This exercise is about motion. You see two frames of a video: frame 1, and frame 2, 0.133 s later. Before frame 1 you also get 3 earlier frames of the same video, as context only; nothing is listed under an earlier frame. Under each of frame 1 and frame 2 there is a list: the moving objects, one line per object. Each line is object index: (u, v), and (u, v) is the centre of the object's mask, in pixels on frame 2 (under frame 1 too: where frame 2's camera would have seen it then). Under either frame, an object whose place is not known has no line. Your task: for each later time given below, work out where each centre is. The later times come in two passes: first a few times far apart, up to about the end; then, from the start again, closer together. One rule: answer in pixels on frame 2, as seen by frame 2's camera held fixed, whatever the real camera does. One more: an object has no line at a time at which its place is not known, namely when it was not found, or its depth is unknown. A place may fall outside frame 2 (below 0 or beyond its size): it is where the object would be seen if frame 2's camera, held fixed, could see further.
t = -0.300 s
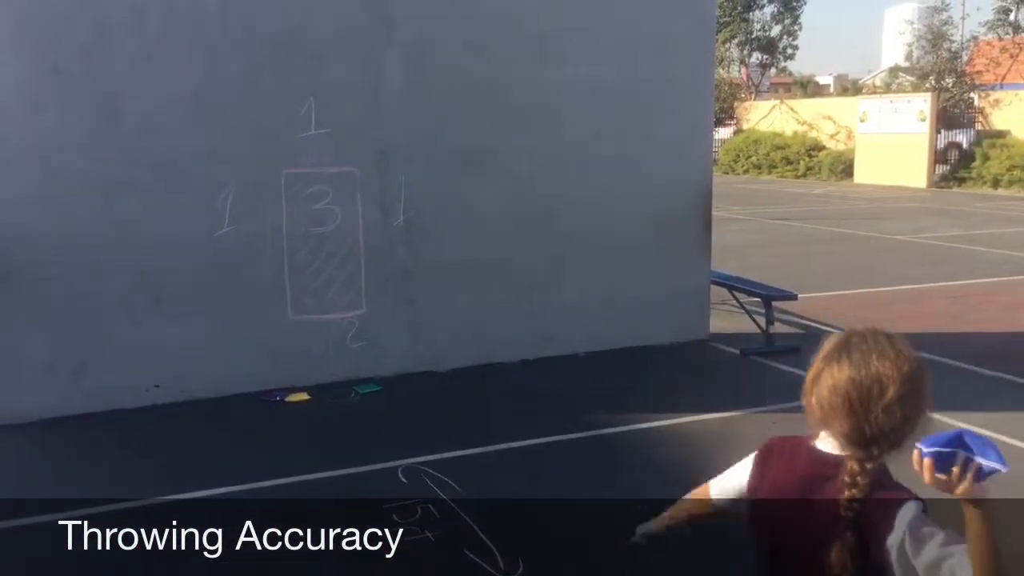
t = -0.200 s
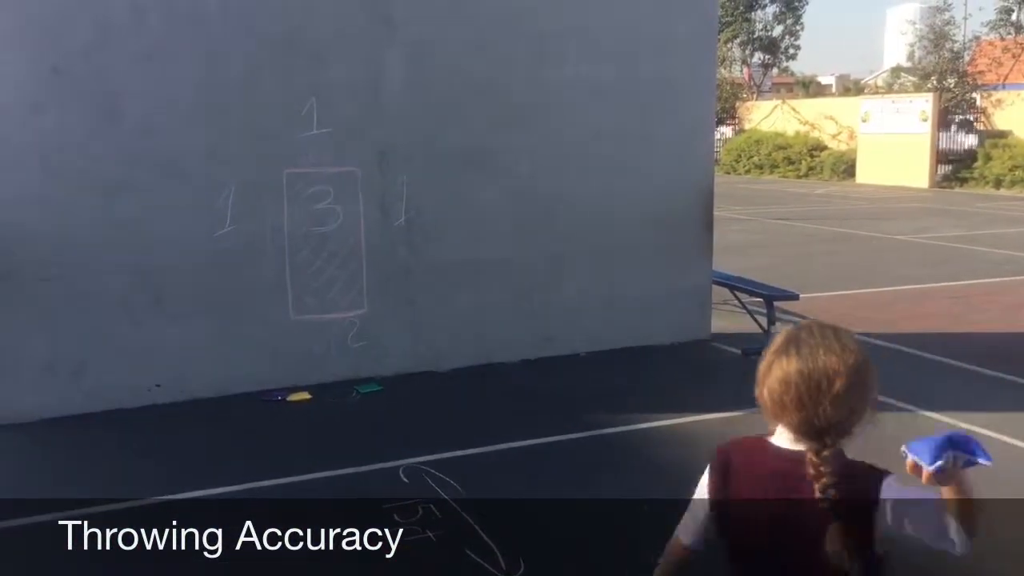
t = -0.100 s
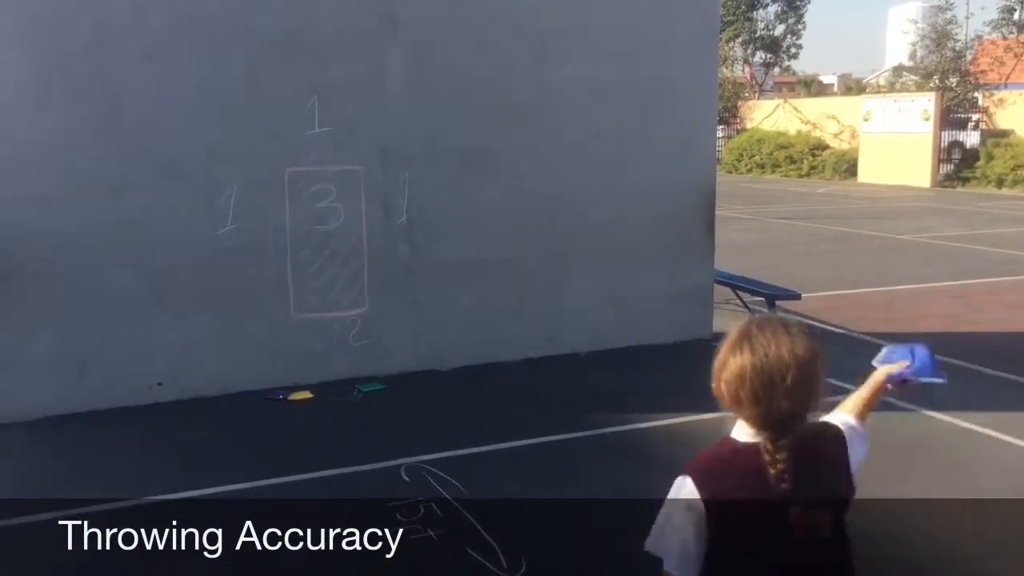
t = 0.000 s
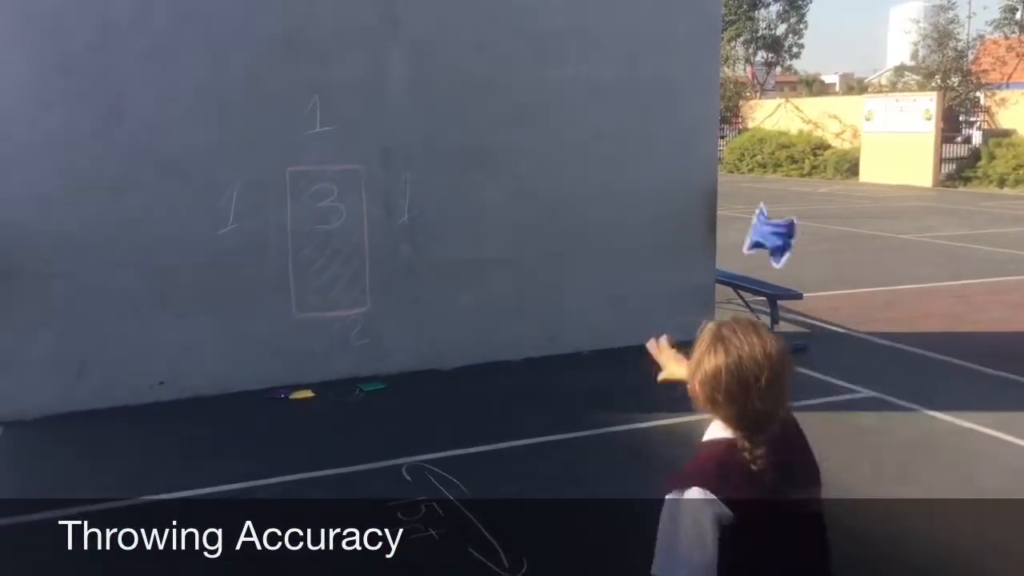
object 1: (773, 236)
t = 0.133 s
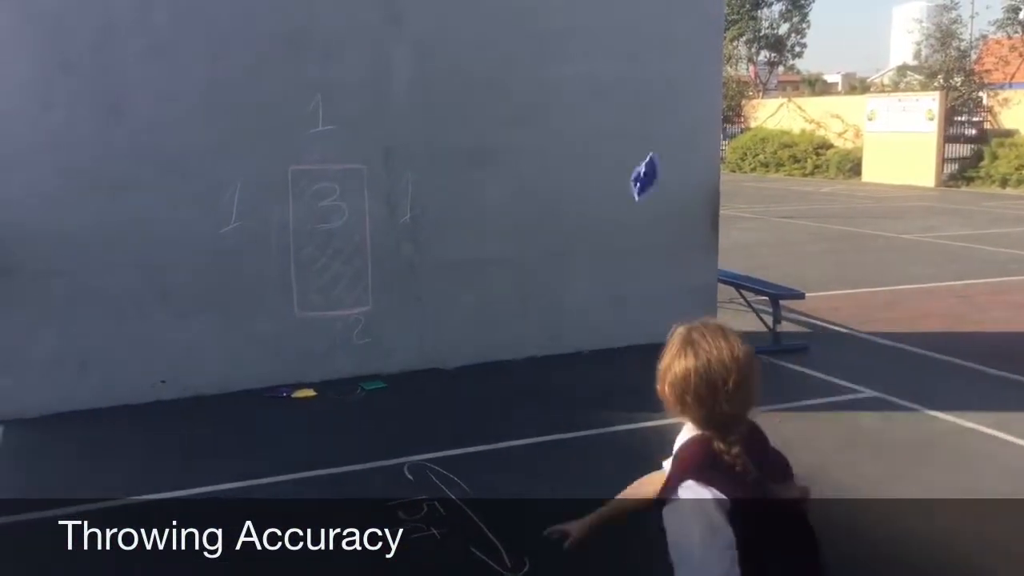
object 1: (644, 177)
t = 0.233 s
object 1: (585, 178)
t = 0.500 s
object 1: (497, 248)
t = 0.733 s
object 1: (483, 341)
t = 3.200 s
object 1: (504, 368)
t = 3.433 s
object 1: (504, 368)
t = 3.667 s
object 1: (504, 368)
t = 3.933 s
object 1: (504, 368)
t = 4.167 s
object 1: (504, 368)
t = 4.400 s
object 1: (504, 369)
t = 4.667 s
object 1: (503, 368)
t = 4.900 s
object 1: (503, 368)
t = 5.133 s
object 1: (504, 368)
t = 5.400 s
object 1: (503, 368)
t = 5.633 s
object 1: (503, 368)
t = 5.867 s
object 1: (503, 368)
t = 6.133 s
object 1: (504, 368)
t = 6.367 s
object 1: (503, 368)
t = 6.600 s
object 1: (503, 368)
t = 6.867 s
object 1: (504, 368)
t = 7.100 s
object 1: (503, 369)
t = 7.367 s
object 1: (503, 369)
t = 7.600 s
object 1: (502, 369)
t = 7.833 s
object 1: (504, 368)
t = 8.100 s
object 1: (503, 368)
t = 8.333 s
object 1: (503, 368)
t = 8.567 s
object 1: (503, 368)
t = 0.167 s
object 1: (621, 174)
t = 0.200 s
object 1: (602, 175)
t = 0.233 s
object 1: (585, 178)
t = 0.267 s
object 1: (568, 182)
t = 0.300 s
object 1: (554, 187)
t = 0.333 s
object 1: (542, 194)
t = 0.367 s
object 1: (531, 203)
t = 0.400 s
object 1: (522, 212)
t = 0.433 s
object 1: (514, 223)
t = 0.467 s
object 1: (505, 236)
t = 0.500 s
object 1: (497, 248)
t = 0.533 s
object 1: (490, 261)
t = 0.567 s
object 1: (483, 276)
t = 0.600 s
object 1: (476, 291)
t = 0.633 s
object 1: (471, 305)
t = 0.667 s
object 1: (474, 318)
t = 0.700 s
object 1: (478, 328)
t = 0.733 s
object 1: (483, 341)
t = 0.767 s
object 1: (486, 356)
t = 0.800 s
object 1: (490, 363)
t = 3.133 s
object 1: (504, 368)
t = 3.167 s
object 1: (504, 368)
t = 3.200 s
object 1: (504, 368)
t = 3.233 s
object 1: (503, 368)
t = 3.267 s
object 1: (503, 368)
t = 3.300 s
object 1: (504, 368)
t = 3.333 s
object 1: (504, 368)
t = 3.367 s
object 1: (504, 368)
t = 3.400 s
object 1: (504, 368)
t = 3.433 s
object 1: (504, 368)
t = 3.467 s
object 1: (504, 368)
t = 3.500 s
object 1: (504, 368)
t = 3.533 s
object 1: (504, 368)
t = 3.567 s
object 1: (504, 368)
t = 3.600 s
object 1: (504, 368)
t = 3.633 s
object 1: (504, 368)
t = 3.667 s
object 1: (504, 368)
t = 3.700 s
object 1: (505, 368)
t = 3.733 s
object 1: (504, 368)
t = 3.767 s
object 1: (504, 368)
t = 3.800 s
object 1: (504, 368)
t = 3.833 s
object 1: (504, 368)
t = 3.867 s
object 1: (504, 368)
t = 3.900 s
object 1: (504, 368)
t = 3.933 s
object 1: (504, 368)
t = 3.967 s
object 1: (504, 368)
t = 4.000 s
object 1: (505, 368)
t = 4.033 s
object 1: (505, 368)
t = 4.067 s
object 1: (505, 368)
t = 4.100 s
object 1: (505, 368)
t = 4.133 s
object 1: (505, 368)
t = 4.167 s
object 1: (504, 368)
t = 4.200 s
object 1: (504, 368)
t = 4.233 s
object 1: (504, 368)
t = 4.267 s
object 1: (503, 368)
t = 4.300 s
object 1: (504, 368)
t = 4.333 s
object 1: (504, 368)
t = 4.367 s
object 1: (504, 368)
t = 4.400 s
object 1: (504, 369)
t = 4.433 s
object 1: (504, 369)
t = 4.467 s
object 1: (503, 368)
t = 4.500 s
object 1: (504, 368)
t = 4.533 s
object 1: (504, 368)
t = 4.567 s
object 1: (505, 368)
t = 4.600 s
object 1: (504, 368)
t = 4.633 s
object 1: (505, 368)
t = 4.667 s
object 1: (503, 368)
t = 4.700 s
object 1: (504, 368)
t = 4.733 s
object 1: (503, 368)
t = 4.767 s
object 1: (504, 368)
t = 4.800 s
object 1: (503, 369)
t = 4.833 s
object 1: (503, 369)
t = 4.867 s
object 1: (503, 368)
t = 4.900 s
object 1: (503, 368)
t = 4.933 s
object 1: (503, 368)
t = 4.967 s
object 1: (504, 368)
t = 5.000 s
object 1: (504, 368)
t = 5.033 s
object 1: (504, 368)
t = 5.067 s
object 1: (503, 368)
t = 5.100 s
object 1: (504, 368)
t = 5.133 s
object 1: (504, 368)
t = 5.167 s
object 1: (503, 368)
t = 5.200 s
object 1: (503, 368)
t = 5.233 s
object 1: (503, 368)
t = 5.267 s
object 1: (503, 368)
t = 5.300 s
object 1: (503, 368)
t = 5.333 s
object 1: (504, 368)
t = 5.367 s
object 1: (503, 368)
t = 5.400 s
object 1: (503, 368)
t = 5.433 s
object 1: (504, 368)
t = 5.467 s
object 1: (503, 368)
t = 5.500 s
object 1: (504, 368)
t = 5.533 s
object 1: (503, 368)
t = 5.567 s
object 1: (503, 368)
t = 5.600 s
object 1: (503, 368)
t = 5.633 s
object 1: (503, 368)
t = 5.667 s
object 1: (503, 368)
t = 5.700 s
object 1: (503, 368)
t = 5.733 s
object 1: (503, 368)
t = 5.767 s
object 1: (503, 368)
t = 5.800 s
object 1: (503, 368)
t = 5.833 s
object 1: (503, 368)
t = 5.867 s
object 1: (503, 368)
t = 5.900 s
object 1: (503, 368)
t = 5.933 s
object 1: (503, 368)
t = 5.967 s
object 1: (503, 368)
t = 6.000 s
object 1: (503, 368)
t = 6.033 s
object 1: (503, 369)
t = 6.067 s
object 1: (503, 368)
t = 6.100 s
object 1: (504, 368)
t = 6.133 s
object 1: (504, 368)
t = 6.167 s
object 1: (504, 368)
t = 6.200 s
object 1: (503, 368)
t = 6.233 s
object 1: (503, 368)
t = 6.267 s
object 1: (503, 368)
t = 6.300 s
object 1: (503, 368)
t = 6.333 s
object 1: (503, 368)
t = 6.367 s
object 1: (503, 368)
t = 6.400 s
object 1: (503, 368)
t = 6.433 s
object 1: (503, 368)
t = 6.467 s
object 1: (503, 368)
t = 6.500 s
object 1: (503, 368)
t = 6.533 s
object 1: (503, 368)
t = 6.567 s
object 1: (503, 368)
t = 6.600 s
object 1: (503, 368)
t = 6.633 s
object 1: (504, 368)
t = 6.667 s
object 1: (504, 368)
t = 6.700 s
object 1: (503, 368)
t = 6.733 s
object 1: (503, 368)
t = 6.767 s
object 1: (503, 368)
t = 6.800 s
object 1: (503, 368)
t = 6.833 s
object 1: (503, 368)
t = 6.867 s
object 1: (504, 368)
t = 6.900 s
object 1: (504, 369)
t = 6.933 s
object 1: (504, 368)
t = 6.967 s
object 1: (504, 368)
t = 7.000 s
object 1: (504, 368)
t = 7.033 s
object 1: (504, 369)
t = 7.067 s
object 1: (504, 369)
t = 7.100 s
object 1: (503, 369)
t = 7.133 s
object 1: (503, 369)
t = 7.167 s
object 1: (503, 369)
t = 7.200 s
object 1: (503, 369)
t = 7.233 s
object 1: (503, 369)
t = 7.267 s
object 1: (503, 369)
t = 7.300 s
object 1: (503, 369)
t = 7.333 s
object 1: (503, 369)
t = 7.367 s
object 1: (503, 369)
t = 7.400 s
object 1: (503, 369)
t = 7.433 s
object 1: (503, 369)
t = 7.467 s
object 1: (503, 369)
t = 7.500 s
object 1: (502, 369)
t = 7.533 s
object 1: (502, 369)
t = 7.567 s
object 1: (502, 369)
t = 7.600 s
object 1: (502, 369)
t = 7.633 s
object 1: (503, 369)
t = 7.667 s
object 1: (503, 368)
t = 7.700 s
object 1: (504, 368)
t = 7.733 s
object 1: (504, 368)
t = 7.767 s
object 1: (503, 368)
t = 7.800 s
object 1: (504, 369)
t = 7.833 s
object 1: (504, 368)
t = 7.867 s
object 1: (504, 369)
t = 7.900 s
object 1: (504, 369)
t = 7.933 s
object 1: (504, 369)
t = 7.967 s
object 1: (504, 368)
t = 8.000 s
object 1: (504, 368)
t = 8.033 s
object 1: (504, 369)
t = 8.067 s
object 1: (504, 368)
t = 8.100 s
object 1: (503, 368)
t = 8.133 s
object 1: (504, 368)
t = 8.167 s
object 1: (503, 368)
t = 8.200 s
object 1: (504, 368)
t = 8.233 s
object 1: (503, 369)
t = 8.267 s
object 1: (503, 368)
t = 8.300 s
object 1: (504, 368)
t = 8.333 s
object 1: (503, 368)
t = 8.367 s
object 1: (504, 368)
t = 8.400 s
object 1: (503, 368)
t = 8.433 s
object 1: (503, 368)
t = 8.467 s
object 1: (504, 368)
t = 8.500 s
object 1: (503, 368)
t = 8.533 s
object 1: (503, 368)
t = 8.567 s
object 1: (503, 368)
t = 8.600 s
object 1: (503, 368)
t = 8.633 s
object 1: (503, 369)
